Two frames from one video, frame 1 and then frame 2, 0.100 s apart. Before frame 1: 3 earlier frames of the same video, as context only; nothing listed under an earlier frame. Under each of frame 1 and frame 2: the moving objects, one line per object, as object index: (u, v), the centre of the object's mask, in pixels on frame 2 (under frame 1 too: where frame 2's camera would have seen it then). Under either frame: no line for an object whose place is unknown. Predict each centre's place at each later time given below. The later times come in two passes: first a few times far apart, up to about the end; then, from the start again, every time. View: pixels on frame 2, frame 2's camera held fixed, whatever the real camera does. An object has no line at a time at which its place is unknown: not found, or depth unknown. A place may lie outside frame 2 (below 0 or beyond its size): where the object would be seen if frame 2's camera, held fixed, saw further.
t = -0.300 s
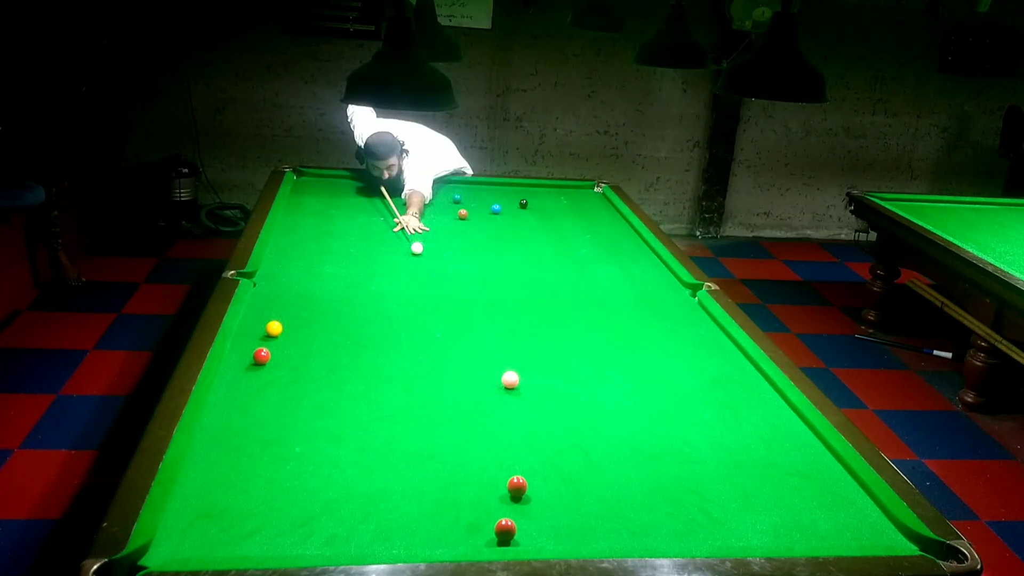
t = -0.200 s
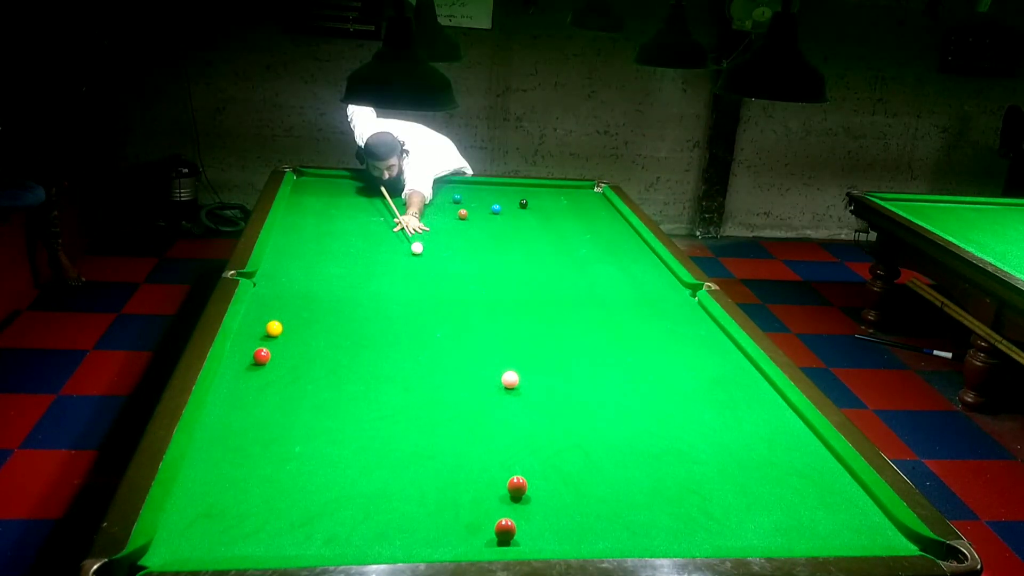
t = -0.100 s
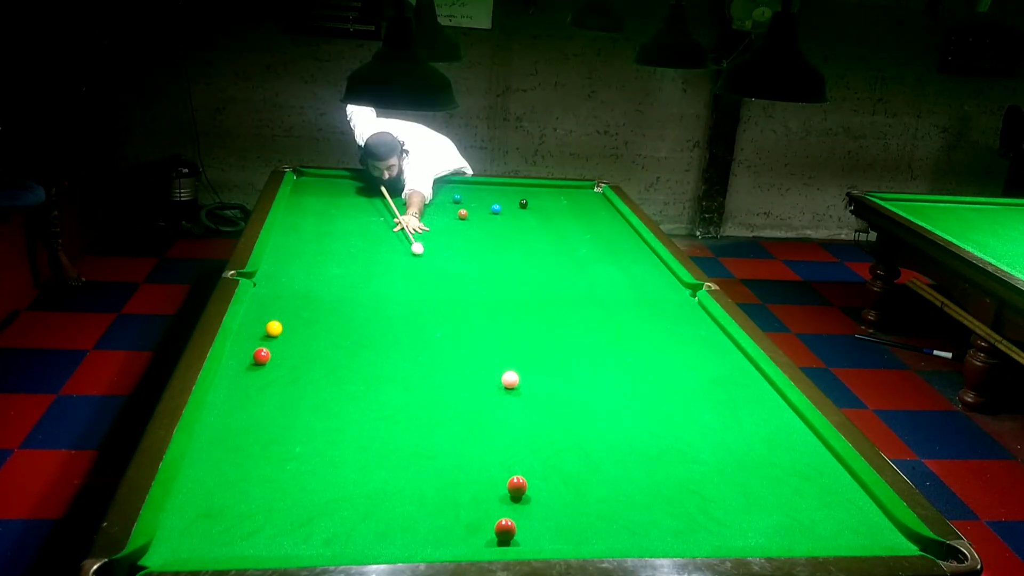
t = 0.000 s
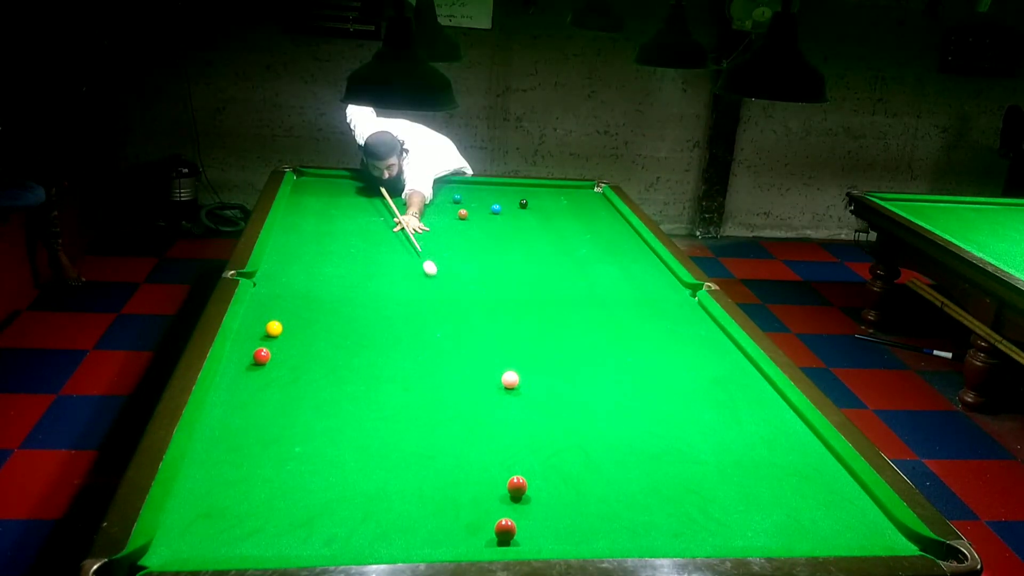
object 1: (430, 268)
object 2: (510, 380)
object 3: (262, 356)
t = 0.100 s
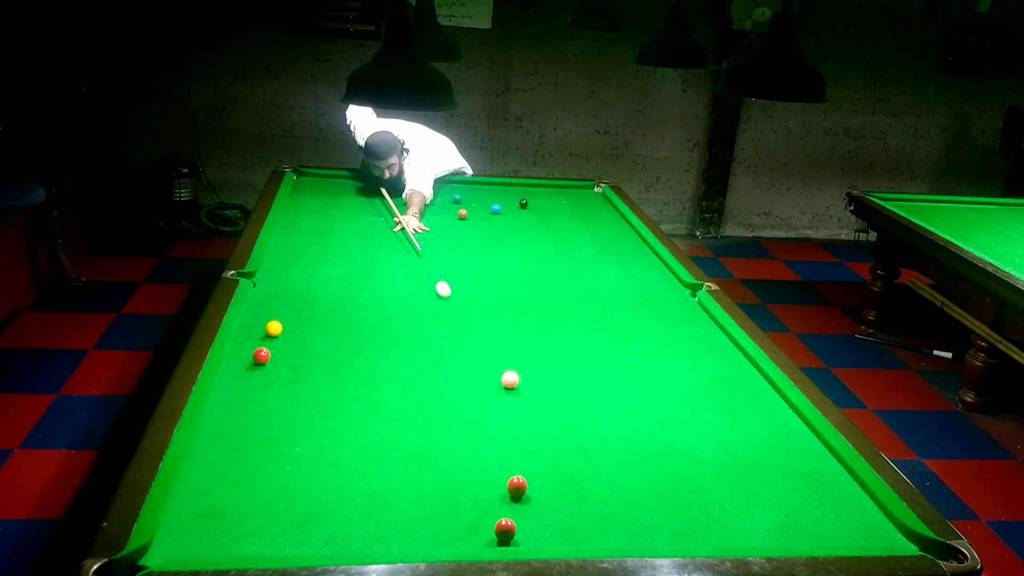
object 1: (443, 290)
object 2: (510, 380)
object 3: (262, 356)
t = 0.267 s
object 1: (467, 327)
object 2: (510, 380)
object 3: (262, 356)
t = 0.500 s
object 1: (484, 383)
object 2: (535, 389)
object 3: (262, 356)
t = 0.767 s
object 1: (439, 437)
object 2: (629, 429)
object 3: (262, 356)
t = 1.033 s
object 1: (387, 508)
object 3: (262, 356)
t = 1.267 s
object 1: (341, 524)
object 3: (262, 356)
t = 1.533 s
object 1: (307, 478)
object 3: (262, 356)
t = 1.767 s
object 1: (282, 444)
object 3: (262, 356)
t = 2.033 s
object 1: (256, 412)
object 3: (262, 356)
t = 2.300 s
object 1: (233, 383)
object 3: (261, 356)
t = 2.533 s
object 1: (241, 364)
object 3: (261, 356)
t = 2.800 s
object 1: (242, 352)
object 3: (278, 351)
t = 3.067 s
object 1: (241, 342)
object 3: (296, 346)
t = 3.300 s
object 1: (246, 335)
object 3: (311, 343)
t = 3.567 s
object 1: (252, 329)
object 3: (325, 339)
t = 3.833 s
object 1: (257, 323)
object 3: (337, 336)
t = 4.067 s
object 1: (261, 319)
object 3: (346, 334)
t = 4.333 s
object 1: (265, 315)
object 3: (355, 332)
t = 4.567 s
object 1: (267, 312)
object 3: (360, 331)
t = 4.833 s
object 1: (270, 310)
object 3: (366, 330)
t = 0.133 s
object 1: (448, 297)
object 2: (510, 380)
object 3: (262, 356)
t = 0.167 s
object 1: (452, 304)
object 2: (510, 380)
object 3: (262, 356)
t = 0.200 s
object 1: (457, 311)
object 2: (510, 380)
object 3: (262, 356)
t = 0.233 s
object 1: (462, 319)
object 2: (510, 380)
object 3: (262, 356)
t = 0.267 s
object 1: (467, 327)
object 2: (510, 380)
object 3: (262, 356)
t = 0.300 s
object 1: (472, 335)
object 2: (510, 380)
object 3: (262, 356)
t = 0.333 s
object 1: (478, 344)
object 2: (510, 380)
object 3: (262, 356)
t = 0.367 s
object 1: (483, 353)
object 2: (510, 380)
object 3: (262, 356)
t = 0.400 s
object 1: (489, 362)
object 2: (510, 380)
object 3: (262, 356)
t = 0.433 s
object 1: (495, 372)
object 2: (511, 380)
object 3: (262, 356)
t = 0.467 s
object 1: (491, 378)
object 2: (522, 384)
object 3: (262, 356)
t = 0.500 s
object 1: (484, 383)
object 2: (535, 389)
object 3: (262, 356)
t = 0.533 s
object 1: (477, 388)
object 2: (548, 395)
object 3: (262, 356)
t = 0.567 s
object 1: (471, 394)
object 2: (561, 400)
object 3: (262, 356)
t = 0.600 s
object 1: (466, 400)
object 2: (573, 405)
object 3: (262, 356)
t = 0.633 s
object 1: (461, 407)
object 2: (585, 410)
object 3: (262, 356)
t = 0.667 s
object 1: (456, 414)
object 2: (596, 415)
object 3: (262, 356)
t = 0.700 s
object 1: (450, 421)
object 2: (607, 419)
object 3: (262, 356)
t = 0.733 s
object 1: (445, 429)
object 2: (618, 424)
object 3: (262, 356)
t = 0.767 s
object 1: (439, 437)
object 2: (629, 429)
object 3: (262, 356)
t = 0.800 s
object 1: (434, 445)
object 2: (641, 434)
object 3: (262, 356)
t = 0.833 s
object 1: (428, 453)
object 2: (653, 439)
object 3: (262, 356)
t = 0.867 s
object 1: (422, 461)
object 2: (664, 444)
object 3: (262, 356)
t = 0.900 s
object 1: (415, 470)
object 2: (677, 449)
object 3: (262, 356)
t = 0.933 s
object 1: (408, 479)
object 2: (689, 454)
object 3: (262, 356)
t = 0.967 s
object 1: (402, 488)
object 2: (701, 459)
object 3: (262, 356)
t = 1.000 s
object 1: (395, 498)
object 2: (714, 464)
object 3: (262, 356)
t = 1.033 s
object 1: (387, 508)
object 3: (262, 356)
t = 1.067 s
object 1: (380, 519)
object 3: (262, 356)
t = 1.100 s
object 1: (371, 530)
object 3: (262, 356)
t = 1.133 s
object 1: (364, 540)
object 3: (261, 356)
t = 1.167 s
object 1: (355, 544)
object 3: (261, 356)
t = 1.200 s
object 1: (350, 539)
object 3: (262, 356)
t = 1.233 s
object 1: (345, 532)
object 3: (262, 356)
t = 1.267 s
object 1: (341, 524)
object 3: (262, 356)
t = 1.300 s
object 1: (337, 517)
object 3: (262, 356)
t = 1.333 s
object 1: (332, 511)
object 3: (262, 356)
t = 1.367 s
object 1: (327, 507)
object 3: (262, 356)
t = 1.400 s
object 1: (323, 500)
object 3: (262, 356)
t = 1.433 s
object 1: (319, 494)
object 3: (262, 356)
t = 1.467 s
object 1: (315, 489)
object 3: (262, 356)
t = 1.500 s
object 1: (311, 483)
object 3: (262, 356)
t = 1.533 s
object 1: (307, 478)
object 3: (262, 356)
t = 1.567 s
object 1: (303, 473)
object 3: (262, 356)
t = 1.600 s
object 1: (299, 468)
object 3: (262, 356)
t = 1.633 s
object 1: (296, 463)
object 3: (262, 356)
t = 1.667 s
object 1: (292, 458)
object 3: (262, 356)
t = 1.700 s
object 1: (288, 453)
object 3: (262, 356)
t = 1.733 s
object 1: (285, 449)
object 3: (262, 356)
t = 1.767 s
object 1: (282, 444)
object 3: (262, 356)
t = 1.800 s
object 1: (278, 440)
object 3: (262, 356)
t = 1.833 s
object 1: (275, 435)
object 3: (262, 356)
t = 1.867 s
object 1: (272, 431)
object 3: (262, 356)
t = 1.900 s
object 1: (268, 428)
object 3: (262, 356)
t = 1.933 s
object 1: (265, 423)
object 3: (262, 356)
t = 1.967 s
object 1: (262, 419)
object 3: (262, 356)
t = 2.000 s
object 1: (259, 415)
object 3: (262, 356)
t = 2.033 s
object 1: (256, 412)
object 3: (262, 356)
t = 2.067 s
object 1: (253, 408)
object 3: (262, 356)
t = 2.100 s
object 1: (250, 404)
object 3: (262, 356)
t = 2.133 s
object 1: (247, 400)
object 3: (262, 356)
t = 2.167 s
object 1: (244, 397)
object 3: (262, 356)
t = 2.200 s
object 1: (242, 394)
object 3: (262, 356)
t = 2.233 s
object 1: (239, 390)
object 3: (262, 356)
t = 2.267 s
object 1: (236, 387)
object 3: (262, 356)
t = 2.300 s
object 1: (233, 383)
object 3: (261, 356)
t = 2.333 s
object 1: (231, 380)
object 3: (261, 356)
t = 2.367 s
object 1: (229, 377)
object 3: (261, 356)
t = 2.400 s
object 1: (229, 374)
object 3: (262, 356)
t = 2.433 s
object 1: (232, 372)
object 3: (261, 356)
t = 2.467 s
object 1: (235, 369)
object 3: (262, 356)
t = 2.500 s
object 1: (238, 367)
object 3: (261, 356)
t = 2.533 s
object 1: (241, 364)
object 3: (261, 356)
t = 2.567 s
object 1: (243, 362)
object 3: (261, 356)
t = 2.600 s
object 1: (245, 360)
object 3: (262, 356)
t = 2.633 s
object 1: (244, 359)
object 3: (265, 355)
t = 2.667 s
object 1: (244, 357)
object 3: (268, 354)
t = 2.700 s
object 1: (244, 356)
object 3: (271, 353)
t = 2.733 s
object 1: (243, 354)
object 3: (273, 353)
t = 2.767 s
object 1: (242, 353)
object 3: (276, 352)
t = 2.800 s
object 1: (242, 352)
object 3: (278, 351)
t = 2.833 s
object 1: (242, 350)
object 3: (281, 351)
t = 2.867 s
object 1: (241, 349)
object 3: (283, 350)
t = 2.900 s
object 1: (241, 348)
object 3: (285, 349)
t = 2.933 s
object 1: (240, 347)
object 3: (288, 349)
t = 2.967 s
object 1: (240, 345)
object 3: (290, 348)
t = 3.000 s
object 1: (239, 344)
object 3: (292, 347)
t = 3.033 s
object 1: (240, 343)
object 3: (294, 347)
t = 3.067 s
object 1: (241, 342)
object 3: (296, 346)
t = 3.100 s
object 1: (241, 341)
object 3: (299, 346)
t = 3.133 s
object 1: (242, 340)
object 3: (301, 345)
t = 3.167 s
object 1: (243, 339)
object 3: (303, 345)
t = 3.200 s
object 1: (244, 338)
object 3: (305, 344)
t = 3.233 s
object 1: (245, 337)
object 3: (307, 344)
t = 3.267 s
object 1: (245, 336)
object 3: (309, 343)
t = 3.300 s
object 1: (246, 335)
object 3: (311, 343)
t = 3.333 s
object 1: (247, 334)
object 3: (313, 342)
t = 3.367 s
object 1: (248, 333)
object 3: (314, 342)
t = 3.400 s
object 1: (249, 333)
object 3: (316, 341)
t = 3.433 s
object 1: (249, 332)
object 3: (318, 341)
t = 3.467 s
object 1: (250, 331)
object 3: (320, 340)
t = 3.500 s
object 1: (251, 330)
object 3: (321, 340)
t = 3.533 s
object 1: (252, 329)
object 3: (323, 339)
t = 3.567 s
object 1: (252, 329)
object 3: (325, 339)
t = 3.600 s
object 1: (253, 328)
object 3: (327, 339)
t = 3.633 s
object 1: (254, 327)
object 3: (328, 338)
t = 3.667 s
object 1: (254, 326)
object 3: (330, 338)
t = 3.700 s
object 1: (255, 326)
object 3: (331, 337)
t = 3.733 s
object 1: (255, 325)
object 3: (333, 337)
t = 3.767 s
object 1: (256, 324)
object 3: (334, 337)
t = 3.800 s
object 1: (257, 324)
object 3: (336, 336)
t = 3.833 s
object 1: (257, 323)
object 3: (337, 336)
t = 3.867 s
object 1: (258, 322)
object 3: (339, 336)
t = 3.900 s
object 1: (258, 322)
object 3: (340, 336)
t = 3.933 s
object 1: (259, 321)
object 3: (341, 335)
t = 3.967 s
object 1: (259, 321)
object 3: (343, 335)
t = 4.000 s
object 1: (260, 320)
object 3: (344, 334)
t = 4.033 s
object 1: (261, 319)
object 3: (345, 334)
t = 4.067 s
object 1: (261, 319)
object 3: (346, 334)
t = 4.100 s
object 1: (261, 318)
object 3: (347, 334)
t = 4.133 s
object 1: (262, 318)
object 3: (348, 333)
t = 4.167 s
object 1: (263, 317)
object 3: (350, 333)
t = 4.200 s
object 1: (263, 317)
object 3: (351, 333)
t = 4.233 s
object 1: (263, 316)
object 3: (352, 333)
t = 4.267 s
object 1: (264, 316)
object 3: (353, 332)
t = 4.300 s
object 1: (264, 315)
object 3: (354, 332)
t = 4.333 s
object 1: (265, 315)
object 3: (355, 332)
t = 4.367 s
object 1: (265, 315)
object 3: (355, 332)
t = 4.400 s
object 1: (265, 314)
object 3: (357, 332)
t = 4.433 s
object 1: (265, 314)
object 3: (357, 331)
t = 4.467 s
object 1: (266, 313)
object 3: (358, 331)
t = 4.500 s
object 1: (266, 313)
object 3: (359, 331)
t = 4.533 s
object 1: (266, 313)
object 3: (360, 331)
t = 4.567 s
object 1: (267, 312)
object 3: (360, 331)
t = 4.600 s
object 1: (267, 312)
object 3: (361, 331)
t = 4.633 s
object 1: (267, 312)
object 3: (362, 330)
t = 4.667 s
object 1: (268, 311)
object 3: (363, 330)
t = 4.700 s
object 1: (268, 311)
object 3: (363, 330)
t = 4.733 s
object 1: (269, 310)
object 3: (364, 330)
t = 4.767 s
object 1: (269, 310)
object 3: (364, 330)
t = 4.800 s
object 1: (269, 310)
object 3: (365, 330)
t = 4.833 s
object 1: (270, 310)
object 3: (366, 330)
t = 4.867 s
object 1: (270, 309)
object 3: (366, 330)
